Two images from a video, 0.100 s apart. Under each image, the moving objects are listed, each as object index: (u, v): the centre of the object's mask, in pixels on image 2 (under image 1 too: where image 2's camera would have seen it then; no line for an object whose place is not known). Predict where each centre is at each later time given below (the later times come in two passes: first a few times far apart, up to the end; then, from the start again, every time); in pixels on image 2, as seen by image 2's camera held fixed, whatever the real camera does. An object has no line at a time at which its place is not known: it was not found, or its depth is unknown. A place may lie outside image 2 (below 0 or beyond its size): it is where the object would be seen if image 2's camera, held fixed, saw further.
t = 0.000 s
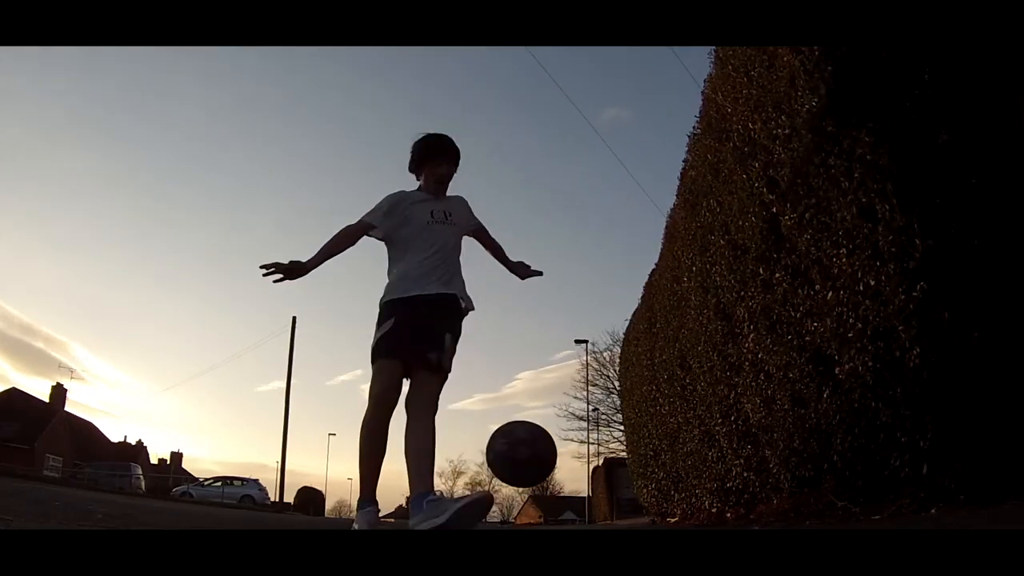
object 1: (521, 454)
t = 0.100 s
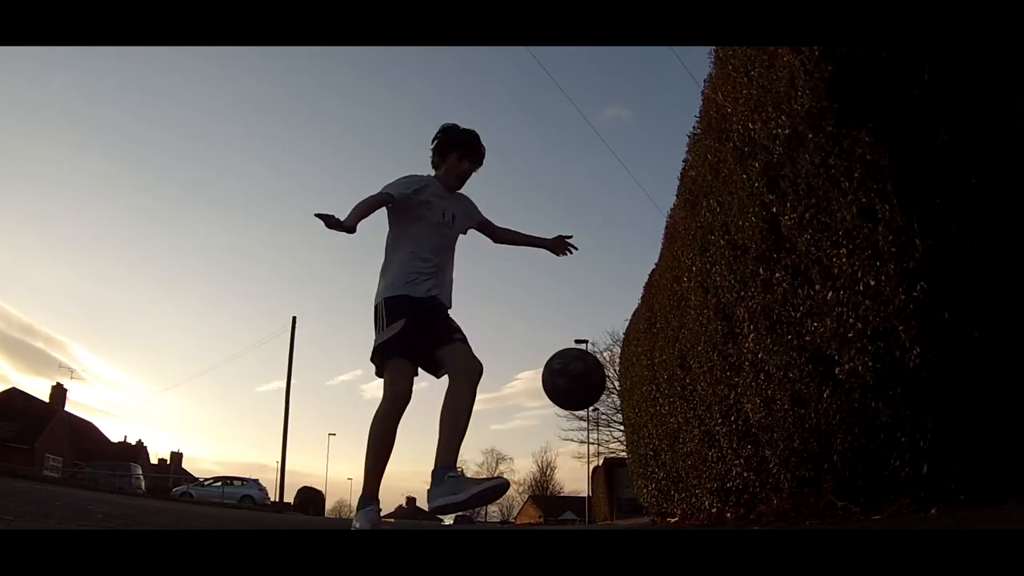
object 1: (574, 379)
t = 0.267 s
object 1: (642, 334)
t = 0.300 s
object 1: (654, 335)
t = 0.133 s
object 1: (588, 363)
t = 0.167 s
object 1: (602, 351)
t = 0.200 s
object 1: (616, 342)
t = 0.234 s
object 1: (629, 336)
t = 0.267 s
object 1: (642, 334)
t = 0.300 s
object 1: (654, 335)
